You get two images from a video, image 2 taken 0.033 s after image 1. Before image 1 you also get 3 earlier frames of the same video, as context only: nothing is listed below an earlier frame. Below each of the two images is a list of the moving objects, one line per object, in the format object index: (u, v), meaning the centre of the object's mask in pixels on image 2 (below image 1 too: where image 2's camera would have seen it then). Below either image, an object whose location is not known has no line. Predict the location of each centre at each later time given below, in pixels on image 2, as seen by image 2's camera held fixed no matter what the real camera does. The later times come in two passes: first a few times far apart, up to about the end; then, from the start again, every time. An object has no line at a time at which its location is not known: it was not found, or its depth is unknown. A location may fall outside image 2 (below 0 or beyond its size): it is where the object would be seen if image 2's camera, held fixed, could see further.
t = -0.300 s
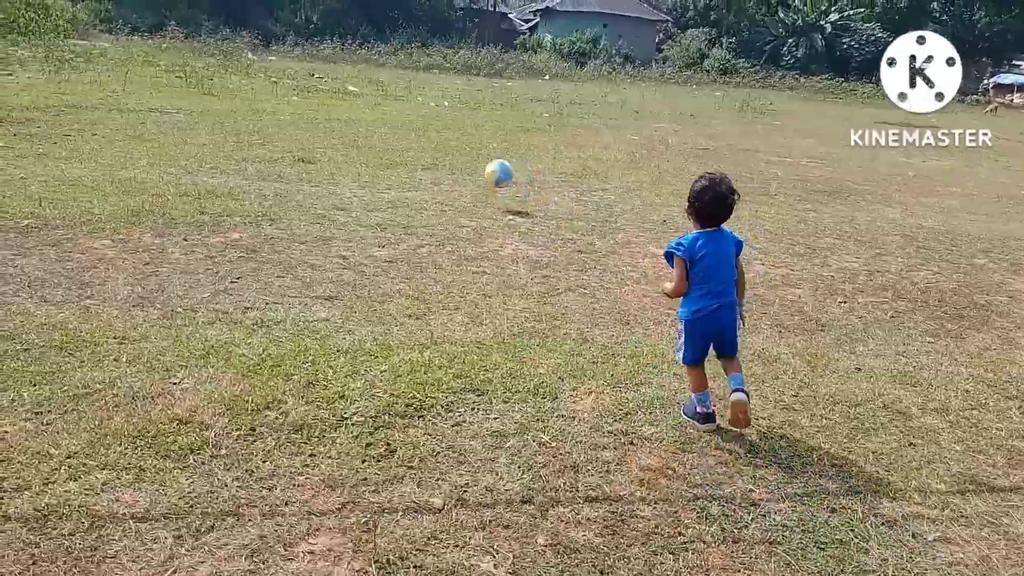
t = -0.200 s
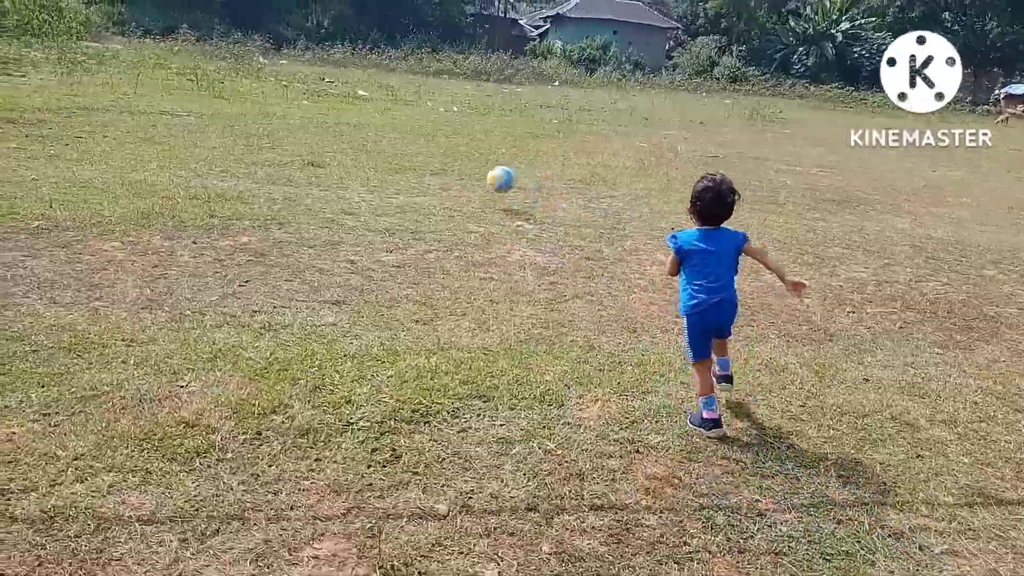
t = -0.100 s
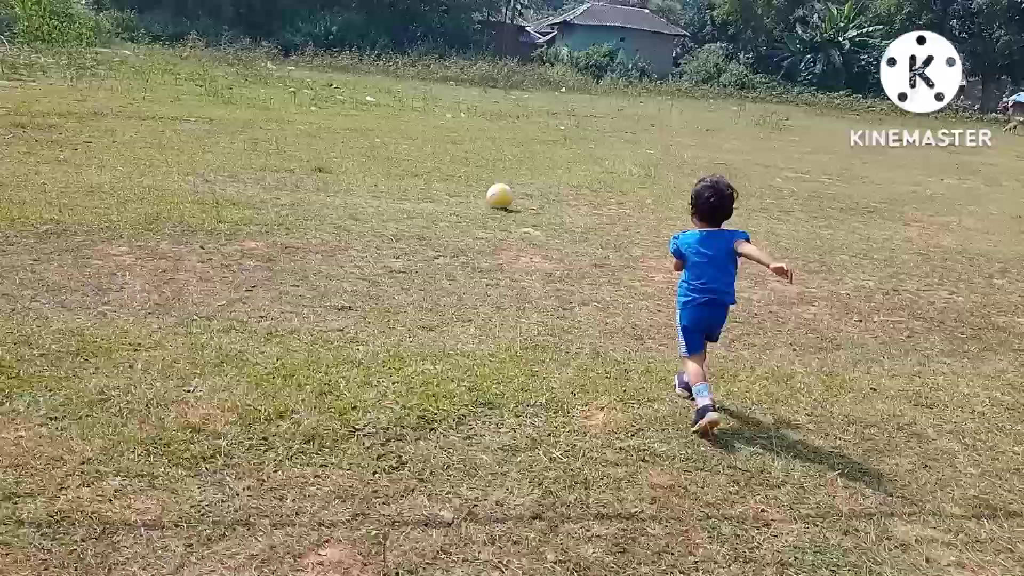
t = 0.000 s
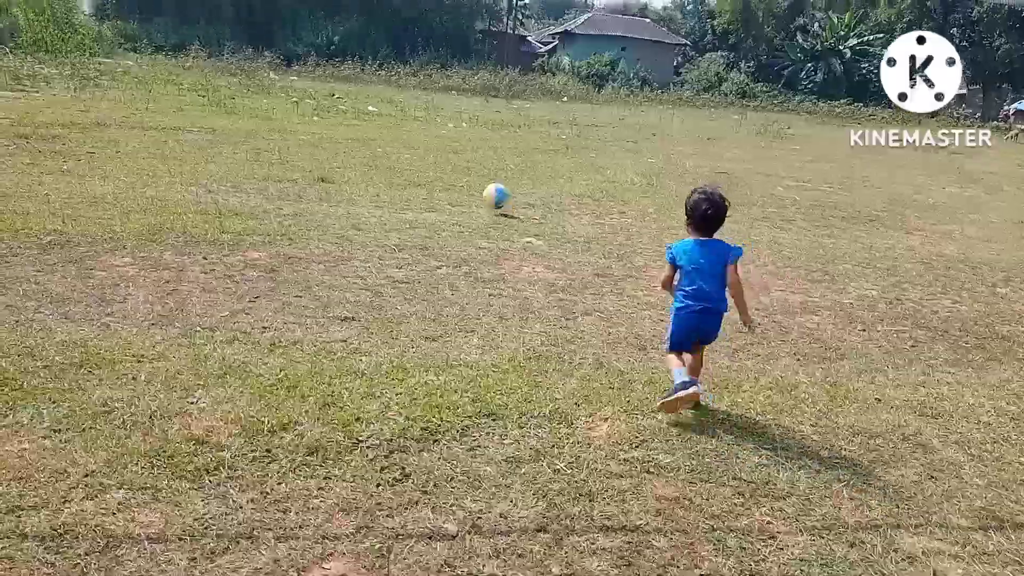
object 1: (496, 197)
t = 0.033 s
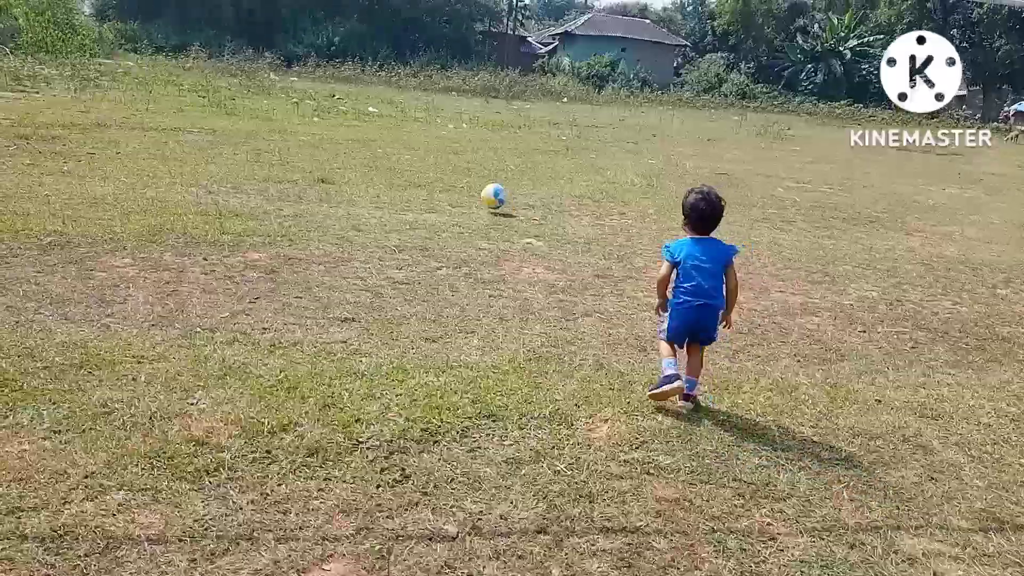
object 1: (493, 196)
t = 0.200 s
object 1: (484, 189)
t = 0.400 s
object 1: (471, 186)
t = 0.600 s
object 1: (459, 178)
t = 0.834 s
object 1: (449, 169)
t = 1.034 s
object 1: (440, 166)
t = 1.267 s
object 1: (428, 161)
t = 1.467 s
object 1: (419, 157)
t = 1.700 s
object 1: (409, 152)
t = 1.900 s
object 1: (401, 150)
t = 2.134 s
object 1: (392, 146)
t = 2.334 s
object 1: (386, 145)
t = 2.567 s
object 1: (379, 143)
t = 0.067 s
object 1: (491, 197)
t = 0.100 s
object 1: (489, 198)
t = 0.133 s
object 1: (487, 195)
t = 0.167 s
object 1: (485, 191)
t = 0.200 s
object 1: (484, 189)
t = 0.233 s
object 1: (481, 188)
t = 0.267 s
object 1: (479, 189)
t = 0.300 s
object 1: (478, 190)
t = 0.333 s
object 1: (476, 188)
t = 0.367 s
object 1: (473, 186)
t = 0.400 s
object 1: (471, 186)
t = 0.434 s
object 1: (469, 185)
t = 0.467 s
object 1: (467, 182)
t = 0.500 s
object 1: (466, 182)
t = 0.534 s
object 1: (463, 180)
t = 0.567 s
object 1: (461, 179)
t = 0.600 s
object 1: (459, 178)
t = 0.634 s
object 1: (457, 176)
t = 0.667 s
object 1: (457, 175)
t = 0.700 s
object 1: (455, 175)
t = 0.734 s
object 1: (453, 173)
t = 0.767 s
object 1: (451, 171)
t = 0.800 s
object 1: (450, 170)
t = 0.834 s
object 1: (449, 169)
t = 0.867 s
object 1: (447, 170)
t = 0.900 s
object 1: (446, 169)
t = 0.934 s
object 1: (444, 169)
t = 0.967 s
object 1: (442, 168)
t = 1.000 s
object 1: (441, 167)
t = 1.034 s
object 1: (440, 166)
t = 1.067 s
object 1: (439, 166)
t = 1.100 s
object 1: (437, 164)
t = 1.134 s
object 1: (435, 163)
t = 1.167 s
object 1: (433, 163)
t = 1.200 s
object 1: (432, 162)
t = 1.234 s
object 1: (430, 161)
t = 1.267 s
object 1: (428, 161)
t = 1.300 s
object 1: (427, 160)
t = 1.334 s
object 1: (425, 160)
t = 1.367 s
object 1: (424, 159)
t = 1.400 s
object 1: (422, 158)
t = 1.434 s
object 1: (421, 158)
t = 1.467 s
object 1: (419, 157)
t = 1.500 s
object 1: (418, 156)
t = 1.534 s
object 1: (416, 155)
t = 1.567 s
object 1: (415, 155)
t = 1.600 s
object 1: (413, 154)
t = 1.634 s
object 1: (411, 154)
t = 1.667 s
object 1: (410, 153)
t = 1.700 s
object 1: (409, 152)
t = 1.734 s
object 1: (407, 152)
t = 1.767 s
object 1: (405, 151)
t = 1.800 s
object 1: (404, 151)
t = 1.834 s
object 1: (403, 151)
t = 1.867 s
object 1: (401, 150)
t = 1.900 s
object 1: (401, 150)
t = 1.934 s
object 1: (399, 149)
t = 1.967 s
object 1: (398, 149)
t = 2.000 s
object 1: (397, 148)
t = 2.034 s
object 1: (396, 148)
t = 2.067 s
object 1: (395, 147)
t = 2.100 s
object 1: (393, 147)
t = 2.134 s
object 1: (392, 146)
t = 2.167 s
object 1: (391, 146)
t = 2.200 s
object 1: (390, 146)
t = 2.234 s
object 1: (389, 145)
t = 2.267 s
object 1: (388, 146)
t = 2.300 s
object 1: (386, 145)
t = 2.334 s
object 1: (386, 145)
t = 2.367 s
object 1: (384, 145)
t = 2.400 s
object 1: (384, 145)
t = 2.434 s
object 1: (383, 144)
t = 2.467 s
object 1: (382, 144)
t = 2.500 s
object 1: (381, 143)
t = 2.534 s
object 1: (380, 143)
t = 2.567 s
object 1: (379, 143)
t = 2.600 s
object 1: (378, 143)
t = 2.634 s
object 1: (377, 142)
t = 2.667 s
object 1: (376, 142)
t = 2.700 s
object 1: (375, 141)
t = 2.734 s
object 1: (374, 141)
